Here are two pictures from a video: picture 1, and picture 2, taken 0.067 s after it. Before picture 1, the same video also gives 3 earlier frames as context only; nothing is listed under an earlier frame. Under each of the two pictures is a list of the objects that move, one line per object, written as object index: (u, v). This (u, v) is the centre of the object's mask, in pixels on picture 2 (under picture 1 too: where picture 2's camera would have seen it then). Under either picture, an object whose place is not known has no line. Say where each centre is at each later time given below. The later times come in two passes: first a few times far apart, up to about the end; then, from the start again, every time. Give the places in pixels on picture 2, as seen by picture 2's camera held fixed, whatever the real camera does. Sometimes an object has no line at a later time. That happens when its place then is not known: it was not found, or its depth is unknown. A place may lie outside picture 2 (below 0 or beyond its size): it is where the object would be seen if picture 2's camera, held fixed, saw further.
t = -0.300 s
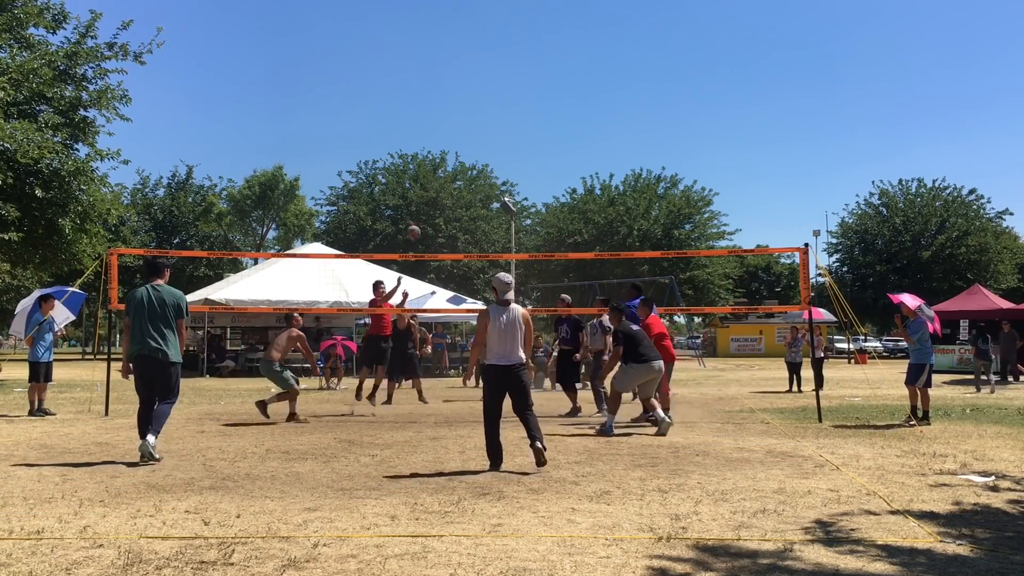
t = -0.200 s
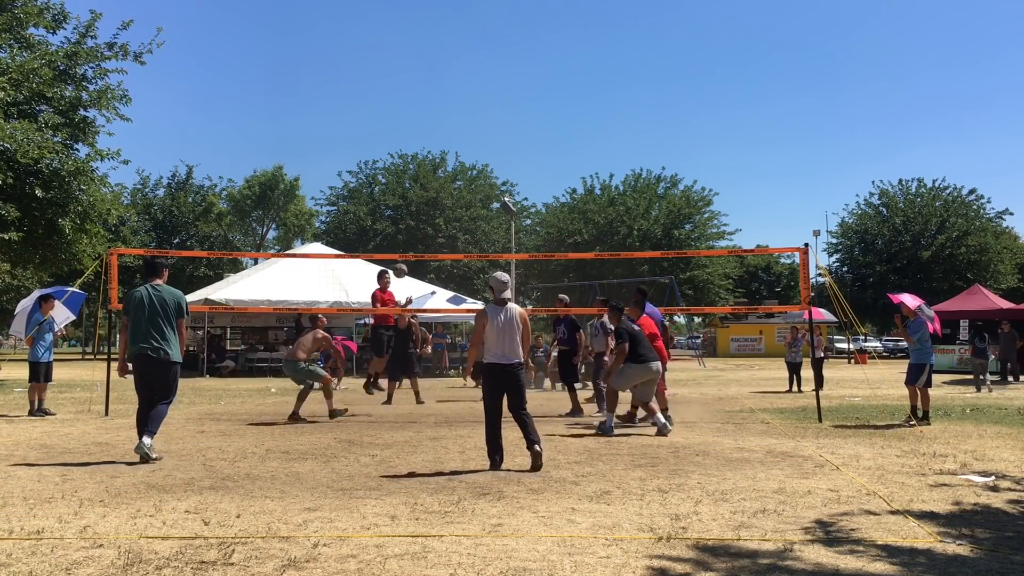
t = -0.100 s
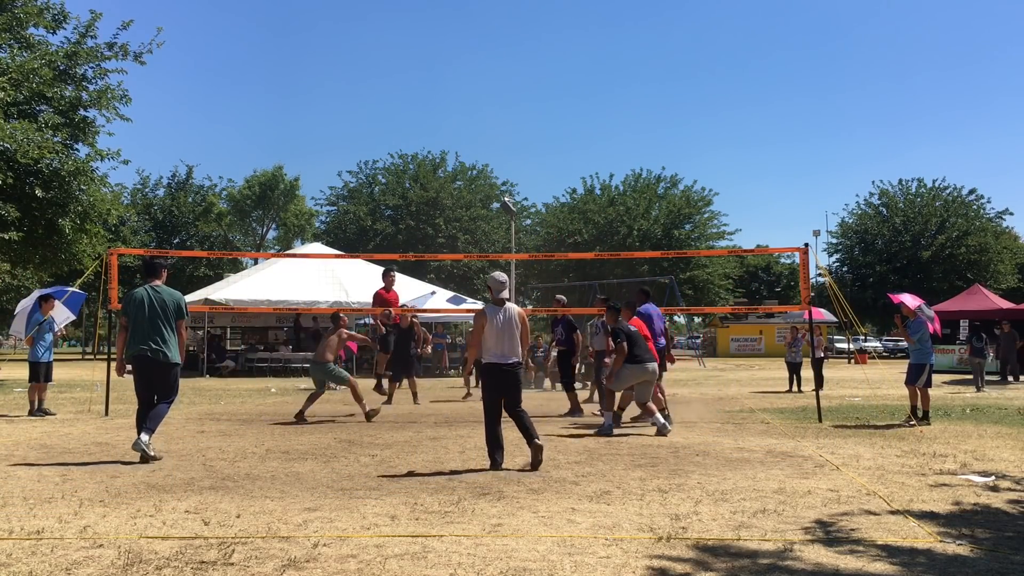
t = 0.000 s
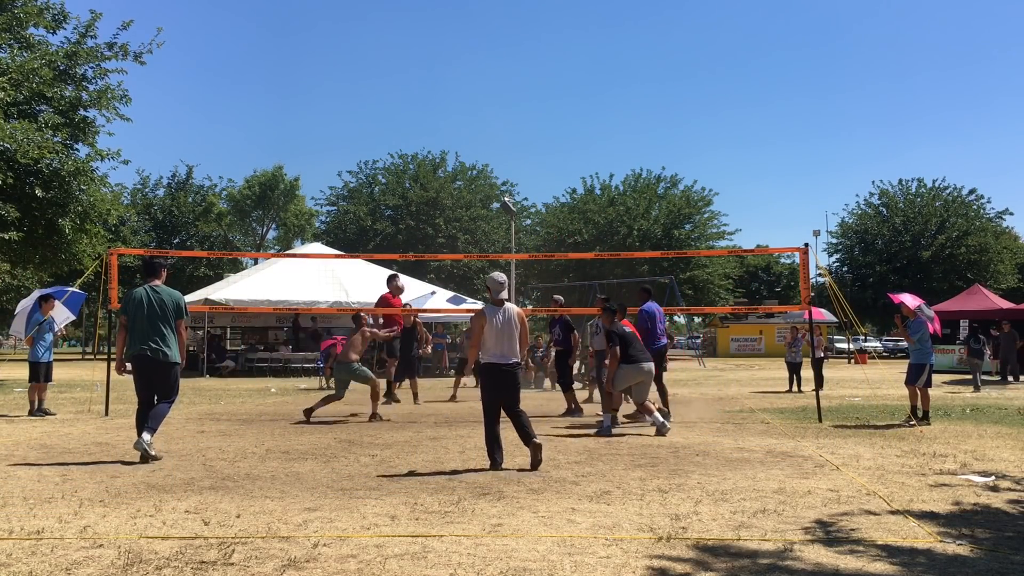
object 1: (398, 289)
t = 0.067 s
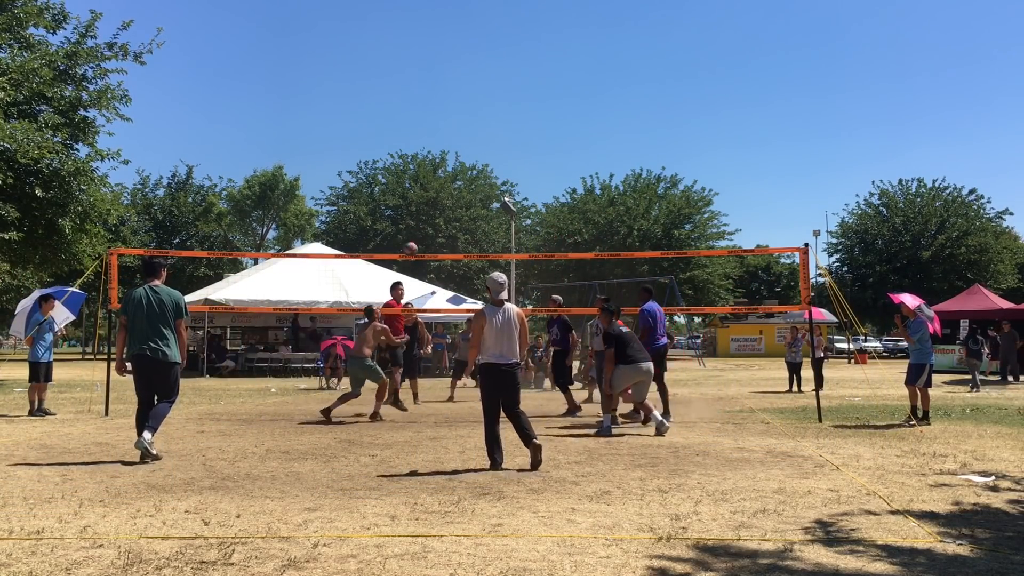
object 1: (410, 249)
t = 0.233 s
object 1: (442, 166)
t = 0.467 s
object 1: (484, 83)
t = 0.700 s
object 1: (526, 38)
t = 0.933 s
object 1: (567, 29)
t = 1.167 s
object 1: (608, 58)
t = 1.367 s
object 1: (642, 112)
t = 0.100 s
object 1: (417, 231)
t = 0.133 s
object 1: (423, 214)
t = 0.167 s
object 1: (429, 198)
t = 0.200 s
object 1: (435, 182)
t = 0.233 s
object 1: (442, 166)
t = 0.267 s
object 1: (448, 152)
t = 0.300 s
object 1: (454, 139)
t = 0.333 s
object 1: (460, 126)
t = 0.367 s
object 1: (466, 114)
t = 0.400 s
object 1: (472, 103)
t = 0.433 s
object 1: (478, 93)
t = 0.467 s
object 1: (484, 83)
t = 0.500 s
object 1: (490, 74)
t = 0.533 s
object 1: (496, 66)
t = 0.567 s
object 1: (502, 59)
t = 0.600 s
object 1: (508, 52)
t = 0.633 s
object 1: (514, 47)
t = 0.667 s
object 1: (519, 42)
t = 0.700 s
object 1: (526, 38)
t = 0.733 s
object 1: (532, 34)
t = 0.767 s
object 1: (538, 31)
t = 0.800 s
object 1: (543, 29)
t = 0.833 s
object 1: (549, 28)
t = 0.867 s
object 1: (555, 27)
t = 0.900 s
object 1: (561, 28)
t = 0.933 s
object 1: (567, 29)
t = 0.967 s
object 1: (573, 31)
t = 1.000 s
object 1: (579, 33)
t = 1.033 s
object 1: (585, 37)
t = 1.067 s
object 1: (590, 41)
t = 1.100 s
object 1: (596, 46)
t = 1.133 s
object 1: (602, 51)
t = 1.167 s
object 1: (608, 58)
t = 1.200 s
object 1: (613, 65)
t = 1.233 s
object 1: (619, 74)
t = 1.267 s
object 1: (625, 82)
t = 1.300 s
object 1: (631, 91)
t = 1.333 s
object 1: (636, 101)
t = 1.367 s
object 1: (642, 112)
